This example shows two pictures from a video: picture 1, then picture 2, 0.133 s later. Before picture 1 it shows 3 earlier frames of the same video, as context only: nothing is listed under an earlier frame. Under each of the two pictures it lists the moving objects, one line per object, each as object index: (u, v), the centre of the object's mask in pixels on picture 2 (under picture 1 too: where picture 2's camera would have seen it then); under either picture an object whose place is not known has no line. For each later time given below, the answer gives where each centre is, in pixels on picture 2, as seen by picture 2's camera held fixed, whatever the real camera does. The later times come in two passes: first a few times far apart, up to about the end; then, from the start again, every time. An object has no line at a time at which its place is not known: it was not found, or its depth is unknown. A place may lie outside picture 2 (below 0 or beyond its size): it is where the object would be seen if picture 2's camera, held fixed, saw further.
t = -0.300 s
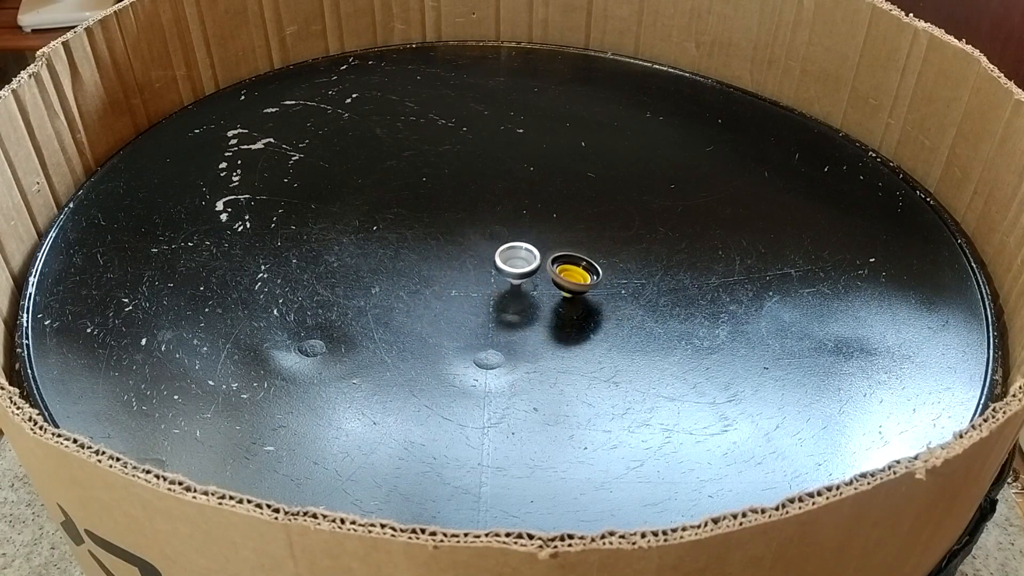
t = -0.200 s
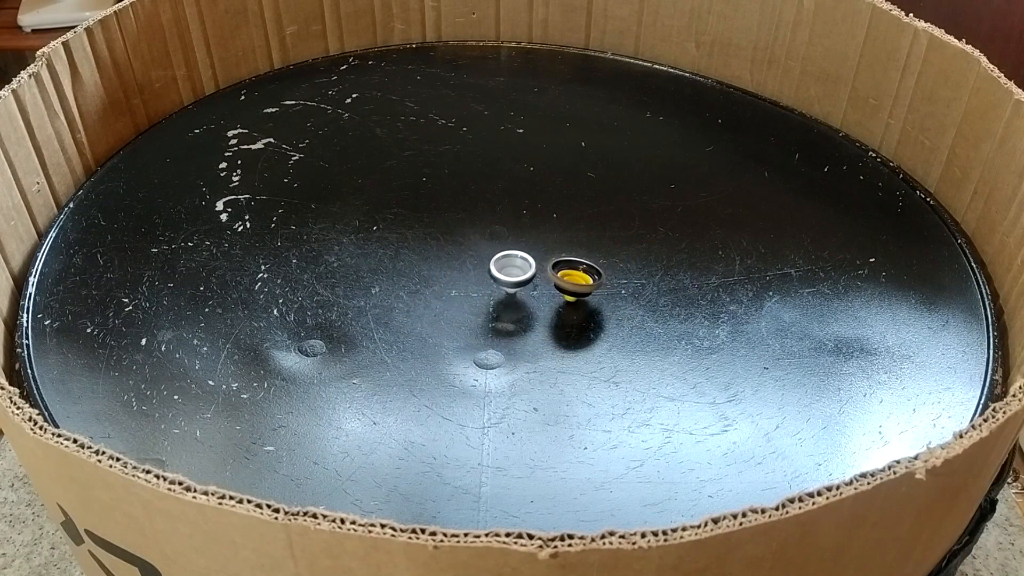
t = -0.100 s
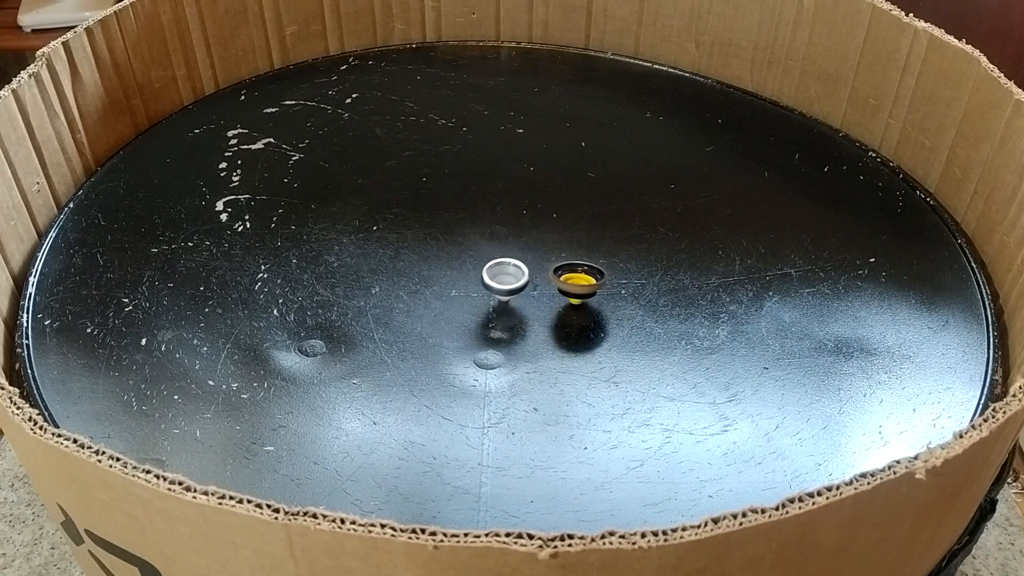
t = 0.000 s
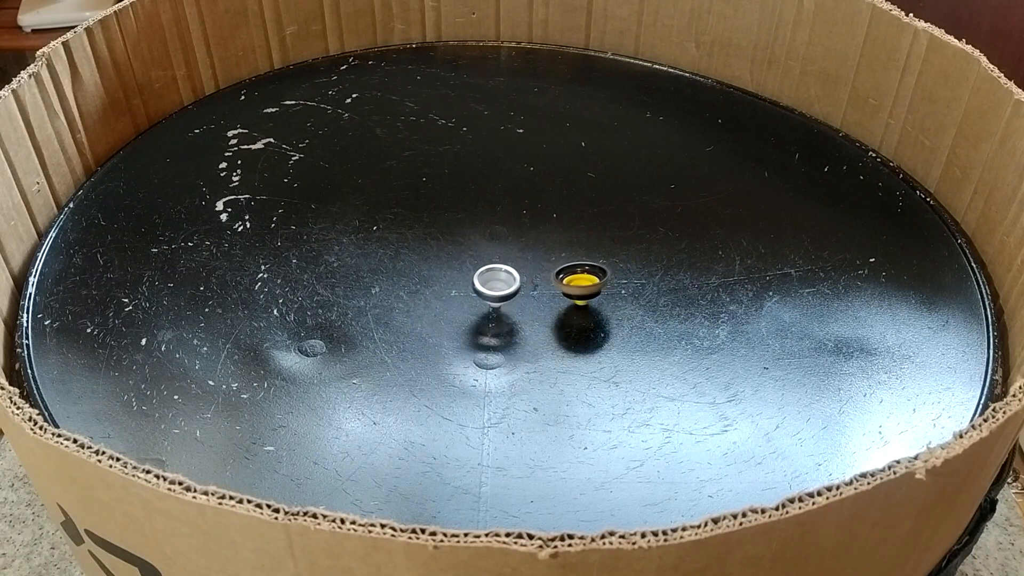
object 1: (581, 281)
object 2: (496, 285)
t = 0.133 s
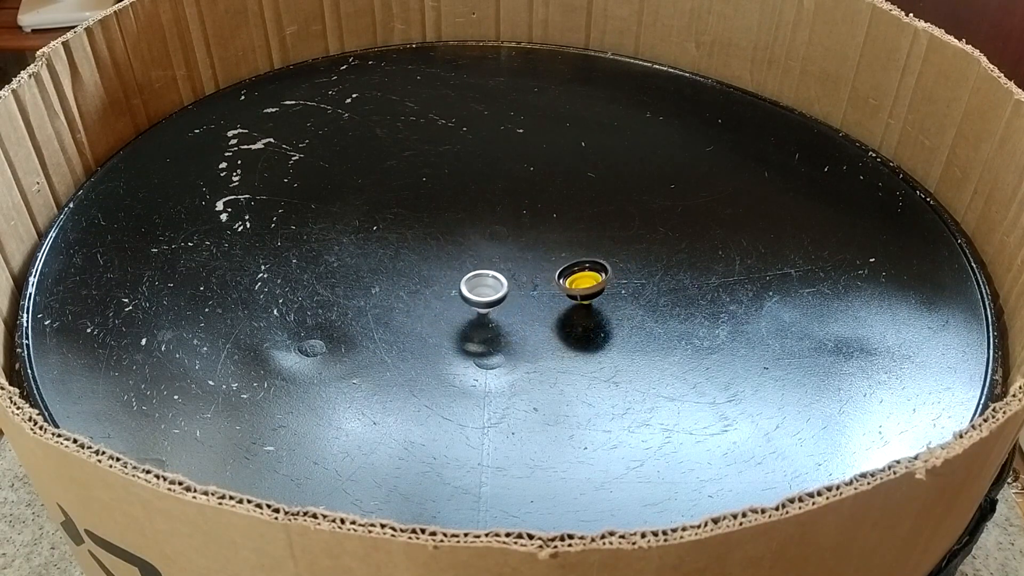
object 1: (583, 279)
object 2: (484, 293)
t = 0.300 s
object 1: (582, 276)
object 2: (467, 294)
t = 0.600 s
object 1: (569, 275)
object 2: (449, 285)
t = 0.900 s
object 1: (555, 285)
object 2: (448, 268)
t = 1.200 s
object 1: (555, 294)
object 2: (471, 249)
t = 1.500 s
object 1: (559, 291)
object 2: (498, 239)
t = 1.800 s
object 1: (548, 287)
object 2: (519, 240)
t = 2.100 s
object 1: (531, 291)
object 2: (532, 247)
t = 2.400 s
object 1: (525, 300)
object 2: (524, 261)
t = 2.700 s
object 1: (543, 316)
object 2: (490, 249)
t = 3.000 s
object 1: (539, 307)
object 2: (461, 238)
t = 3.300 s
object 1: (519, 304)
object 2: (445, 237)
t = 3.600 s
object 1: (507, 314)
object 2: (444, 249)
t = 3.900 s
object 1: (514, 317)
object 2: (455, 268)
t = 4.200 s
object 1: (529, 311)
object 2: (455, 280)
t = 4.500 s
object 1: (581, 314)
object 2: (405, 251)
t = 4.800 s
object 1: (569, 314)
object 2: (402, 234)
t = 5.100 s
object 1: (558, 317)
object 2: (435, 237)
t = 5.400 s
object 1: (550, 319)
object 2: (477, 251)
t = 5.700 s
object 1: (540, 318)
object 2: (522, 263)
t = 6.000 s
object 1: (530, 319)
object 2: (563, 270)
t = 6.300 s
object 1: (522, 322)
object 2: (570, 270)
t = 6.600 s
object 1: (515, 322)
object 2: (557, 260)
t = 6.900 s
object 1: (506, 323)
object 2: (524, 250)
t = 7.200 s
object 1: (499, 325)
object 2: (487, 248)
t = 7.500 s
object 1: (494, 325)
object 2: (456, 255)
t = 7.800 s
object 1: (488, 323)
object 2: (436, 267)
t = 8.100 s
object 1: (481, 323)
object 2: (439, 279)
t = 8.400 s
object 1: (477, 322)
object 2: (459, 284)
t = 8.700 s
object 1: (473, 318)
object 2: (489, 278)
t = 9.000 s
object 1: (466, 316)
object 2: (514, 265)
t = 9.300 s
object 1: (460, 315)
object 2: (526, 248)
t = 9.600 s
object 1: (455, 312)
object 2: (530, 233)
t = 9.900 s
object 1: (449, 309)
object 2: (514, 233)
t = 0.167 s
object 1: (584, 279)
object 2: (480, 293)
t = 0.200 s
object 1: (584, 278)
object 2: (477, 293)
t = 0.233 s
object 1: (583, 277)
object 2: (473, 294)
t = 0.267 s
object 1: (583, 277)
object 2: (470, 294)
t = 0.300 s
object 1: (582, 276)
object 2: (467, 294)
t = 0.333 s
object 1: (581, 275)
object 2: (464, 294)
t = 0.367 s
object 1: (580, 275)
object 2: (461, 294)
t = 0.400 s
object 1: (579, 275)
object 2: (458, 293)
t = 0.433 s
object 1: (578, 274)
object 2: (456, 291)
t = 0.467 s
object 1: (576, 274)
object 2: (454, 290)
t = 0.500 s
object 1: (575, 274)
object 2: (453, 289)
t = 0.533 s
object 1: (573, 275)
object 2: (451, 288)
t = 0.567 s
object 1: (571, 275)
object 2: (450, 286)
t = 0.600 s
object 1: (569, 275)
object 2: (449, 285)
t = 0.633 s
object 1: (567, 276)
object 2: (448, 283)
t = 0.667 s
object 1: (566, 276)
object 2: (447, 282)
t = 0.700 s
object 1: (564, 277)
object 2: (446, 281)
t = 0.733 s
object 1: (562, 279)
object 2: (445, 281)
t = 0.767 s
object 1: (560, 279)
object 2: (445, 279)
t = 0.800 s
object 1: (559, 281)
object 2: (445, 276)
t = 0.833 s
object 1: (557, 282)
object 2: (446, 273)
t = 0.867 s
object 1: (556, 283)
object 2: (447, 271)
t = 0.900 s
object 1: (555, 285)
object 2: (448, 268)
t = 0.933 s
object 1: (554, 286)
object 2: (449, 265)
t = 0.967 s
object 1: (554, 287)
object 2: (451, 263)
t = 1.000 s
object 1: (553, 289)
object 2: (454, 261)
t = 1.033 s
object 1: (553, 290)
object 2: (456, 258)
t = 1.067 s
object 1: (554, 291)
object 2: (458, 256)
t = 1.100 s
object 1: (554, 292)
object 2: (461, 254)
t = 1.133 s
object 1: (554, 293)
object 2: (464, 252)
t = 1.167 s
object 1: (555, 294)
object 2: (468, 250)
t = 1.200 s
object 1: (555, 294)
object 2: (471, 249)
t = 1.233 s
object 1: (556, 295)
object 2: (474, 248)
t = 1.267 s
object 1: (556, 295)
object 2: (477, 247)
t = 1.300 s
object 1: (557, 295)
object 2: (480, 245)
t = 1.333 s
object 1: (558, 294)
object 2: (483, 244)
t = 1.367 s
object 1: (559, 294)
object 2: (486, 243)
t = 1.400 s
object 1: (559, 294)
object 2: (490, 241)
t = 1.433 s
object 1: (559, 293)
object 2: (493, 240)
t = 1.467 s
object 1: (559, 292)
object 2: (495, 240)
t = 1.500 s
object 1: (559, 291)
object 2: (498, 239)
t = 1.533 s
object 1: (558, 291)
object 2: (501, 239)
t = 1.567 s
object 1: (558, 290)
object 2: (503, 239)
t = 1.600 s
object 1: (557, 289)
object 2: (506, 240)
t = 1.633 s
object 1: (556, 289)
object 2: (508, 239)
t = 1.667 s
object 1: (554, 288)
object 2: (510, 239)
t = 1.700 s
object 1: (553, 287)
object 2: (512, 239)
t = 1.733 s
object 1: (551, 287)
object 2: (514, 239)
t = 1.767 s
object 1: (549, 287)
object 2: (517, 239)
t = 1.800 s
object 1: (548, 287)
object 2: (519, 240)
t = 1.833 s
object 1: (545, 287)
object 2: (521, 240)
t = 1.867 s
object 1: (543, 286)
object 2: (523, 241)
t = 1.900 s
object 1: (541, 287)
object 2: (525, 241)
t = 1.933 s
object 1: (539, 287)
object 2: (527, 242)
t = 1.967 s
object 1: (537, 287)
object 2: (528, 243)
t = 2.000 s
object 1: (535, 288)
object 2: (529, 243)
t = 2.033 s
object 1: (534, 289)
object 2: (530, 245)
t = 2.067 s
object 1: (532, 289)
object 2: (531, 246)
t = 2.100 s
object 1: (531, 291)
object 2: (532, 247)
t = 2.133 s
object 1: (529, 291)
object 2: (532, 249)
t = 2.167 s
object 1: (529, 292)
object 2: (531, 251)
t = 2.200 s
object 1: (527, 294)
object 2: (531, 253)
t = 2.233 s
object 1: (526, 295)
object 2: (530, 254)
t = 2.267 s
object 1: (526, 296)
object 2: (529, 256)
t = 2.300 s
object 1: (525, 297)
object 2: (528, 258)
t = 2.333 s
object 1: (525, 299)
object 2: (527, 259)
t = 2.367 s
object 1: (525, 299)
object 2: (526, 260)
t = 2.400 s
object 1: (525, 300)
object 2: (524, 261)
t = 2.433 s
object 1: (525, 301)
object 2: (523, 262)
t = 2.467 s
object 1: (525, 301)
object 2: (522, 264)
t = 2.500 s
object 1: (528, 306)
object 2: (516, 262)
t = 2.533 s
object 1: (533, 311)
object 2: (510, 260)
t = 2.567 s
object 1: (538, 315)
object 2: (506, 258)
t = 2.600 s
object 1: (541, 317)
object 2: (502, 256)
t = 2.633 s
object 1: (542, 317)
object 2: (498, 254)
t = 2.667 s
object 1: (543, 316)
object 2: (494, 252)
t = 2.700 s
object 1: (543, 316)
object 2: (490, 249)
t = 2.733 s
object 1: (544, 315)
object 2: (487, 249)
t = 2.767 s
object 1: (545, 314)
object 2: (484, 247)
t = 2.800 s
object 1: (544, 313)
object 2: (480, 245)
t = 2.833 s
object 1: (544, 312)
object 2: (477, 244)
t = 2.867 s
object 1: (544, 311)
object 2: (474, 243)
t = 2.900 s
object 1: (543, 309)
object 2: (470, 242)
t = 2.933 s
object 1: (542, 308)
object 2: (467, 240)
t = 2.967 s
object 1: (540, 308)
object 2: (464, 239)
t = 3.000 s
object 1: (539, 307)
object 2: (461, 238)
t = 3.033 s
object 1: (537, 306)
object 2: (459, 237)
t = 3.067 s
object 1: (535, 305)
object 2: (456, 235)
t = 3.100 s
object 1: (533, 305)
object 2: (454, 235)
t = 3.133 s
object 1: (531, 304)
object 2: (453, 234)
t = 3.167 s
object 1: (529, 304)
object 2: (452, 234)
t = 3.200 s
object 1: (526, 304)
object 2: (450, 235)
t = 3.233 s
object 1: (524, 304)
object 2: (449, 235)
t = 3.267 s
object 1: (521, 304)
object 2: (447, 235)
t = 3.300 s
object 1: (519, 304)
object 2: (445, 237)
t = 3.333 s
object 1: (518, 305)
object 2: (444, 238)
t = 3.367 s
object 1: (515, 306)
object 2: (443, 238)
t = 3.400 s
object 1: (514, 307)
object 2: (443, 239)
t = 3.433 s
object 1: (512, 308)
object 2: (442, 241)
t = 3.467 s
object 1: (510, 308)
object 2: (442, 242)
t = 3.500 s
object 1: (509, 309)
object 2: (442, 243)
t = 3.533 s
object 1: (508, 311)
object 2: (442, 245)
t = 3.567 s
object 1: (508, 312)
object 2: (443, 247)
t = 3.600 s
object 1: (507, 314)
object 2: (444, 249)
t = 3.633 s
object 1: (507, 315)
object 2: (444, 251)
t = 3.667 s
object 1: (508, 316)
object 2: (445, 253)
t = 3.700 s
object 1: (508, 317)
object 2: (446, 255)
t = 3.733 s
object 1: (509, 318)
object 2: (447, 256)
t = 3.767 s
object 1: (510, 318)
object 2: (449, 260)
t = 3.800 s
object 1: (511, 318)
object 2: (450, 263)
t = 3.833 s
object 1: (512, 318)
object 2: (451, 265)
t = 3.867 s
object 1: (513, 318)
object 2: (453, 267)
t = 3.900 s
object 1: (514, 317)
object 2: (455, 268)
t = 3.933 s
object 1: (514, 316)
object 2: (457, 270)
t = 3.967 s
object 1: (515, 315)
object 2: (459, 274)
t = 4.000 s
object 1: (515, 314)
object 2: (461, 277)
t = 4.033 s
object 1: (514, 313)
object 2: (463, 279)
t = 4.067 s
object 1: (514, 311)
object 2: (465, 281)
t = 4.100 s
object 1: (513, 311)
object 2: (467, 283)
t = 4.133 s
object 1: (512, 310)
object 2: (469, 285)
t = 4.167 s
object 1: (510, 309)
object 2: (470, 286)
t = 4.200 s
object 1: (529, 311)
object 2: (455, 280)
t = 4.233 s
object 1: (546, 314)
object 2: (441, 274)
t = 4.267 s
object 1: (563, 317)
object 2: (430, 271)
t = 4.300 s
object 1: (573, 318)
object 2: (424, 268)
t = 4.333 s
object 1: (581, 317)
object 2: (420, 265)
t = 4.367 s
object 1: (585, 316)
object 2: (417, 262)
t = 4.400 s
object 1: (586, 315)
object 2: (414, 259)
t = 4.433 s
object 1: (585, 314)
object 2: (410, 256)
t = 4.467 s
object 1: (583, 314)
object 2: (407, 254)
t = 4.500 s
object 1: (581, 314)
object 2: (405, 251)
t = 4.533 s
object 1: (580, 314)
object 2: (403, 249)
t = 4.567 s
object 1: (579, 314)
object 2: (401, 246)
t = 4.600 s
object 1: (577, 314)
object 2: (400, 244)
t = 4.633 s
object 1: (576, 314)
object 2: (399, 242)
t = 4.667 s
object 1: (575, 313)
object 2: (399, 240)
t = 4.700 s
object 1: (573, 314)
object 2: (398, 238)
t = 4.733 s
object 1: (571, 314)
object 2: (399, 237)
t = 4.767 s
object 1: (570, 314)
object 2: (400, 235)
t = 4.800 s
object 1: (569, 314)
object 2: (402, 234)
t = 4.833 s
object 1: (568, 314)
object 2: (404, 233)
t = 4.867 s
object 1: (566, 315)
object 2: (407, 233)
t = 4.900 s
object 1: (565, 315)
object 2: (410, 233)
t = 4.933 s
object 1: (564, 316)
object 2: (414, 233)
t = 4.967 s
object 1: (563, 315)
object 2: (418, 232)
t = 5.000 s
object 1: (561, 316)
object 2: (422, 233)
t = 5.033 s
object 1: (560, 317)
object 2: (427, 235)
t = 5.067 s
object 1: (559, 317)
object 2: (431, 236)
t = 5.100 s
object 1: (558, 317)
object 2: (435, 237)
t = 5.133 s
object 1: (557, 318)
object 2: (439, 238)
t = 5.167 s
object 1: (556, 318)
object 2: (444, 239)
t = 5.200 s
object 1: (555, 318)
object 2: (449, 241)
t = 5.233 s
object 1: (554, 318)
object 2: (453, 242)
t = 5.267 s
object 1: (553, 319)
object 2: (458, 244)
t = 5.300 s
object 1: (552, 319)
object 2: (463, 246)
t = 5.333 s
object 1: (552, 319)
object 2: (468, 248)
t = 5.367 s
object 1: (551, 319)
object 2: (473, 250)
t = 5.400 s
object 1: (550, 319)
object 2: (477, 251)
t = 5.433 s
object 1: (549, 319)
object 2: (482, 253)
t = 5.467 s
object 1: (548, 319)
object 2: (487, 254)
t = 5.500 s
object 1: (547, 319)
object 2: (492, 255)
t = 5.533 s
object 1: (546, 319)
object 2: (497, 257)
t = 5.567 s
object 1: (544, 318)
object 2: (503, 257)
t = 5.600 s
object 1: (543, 319)
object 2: (508, 260)
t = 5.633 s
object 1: (542, 318)
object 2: (513, 260)
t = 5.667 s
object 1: (541, 319)
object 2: (518, 262)
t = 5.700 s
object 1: (540, 318)
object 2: (522, 263)
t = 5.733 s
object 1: (539, 319)
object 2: (527, 263)
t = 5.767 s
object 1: (538, 319)
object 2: (532, 264)
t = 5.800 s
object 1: (537, 318)
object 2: (537, 265)
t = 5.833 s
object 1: (536, 319)
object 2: (542, 267)
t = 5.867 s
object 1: (535, 319)
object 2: (546, 268)
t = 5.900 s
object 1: (533, 319)
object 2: (551, 268)
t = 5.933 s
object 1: (532, 319)
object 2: (555, 270)
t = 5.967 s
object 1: (531, 319)
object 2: (559, 269)
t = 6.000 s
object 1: (530, 319)
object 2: (563, 270)
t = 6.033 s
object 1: (529, 320)
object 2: (566, 270)
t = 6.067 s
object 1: (528, 320)
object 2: (569, 272)
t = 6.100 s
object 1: (527, 320)
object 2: (570, 272)
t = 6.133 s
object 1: (526, 321)
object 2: (570, 272)
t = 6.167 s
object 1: (525, 321)
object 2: (570, 272)
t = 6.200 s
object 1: (524, 321)
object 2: (569, 272)
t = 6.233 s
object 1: (523, 321)
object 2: (570, 271)
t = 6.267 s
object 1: (523, 322)
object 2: (571, 271)
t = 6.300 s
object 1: (522, 322)
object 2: (570, 270)
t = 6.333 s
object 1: (522, 322)
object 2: (570, 269)
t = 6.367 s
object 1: (521, 322)
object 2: (569, 268)
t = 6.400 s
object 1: (520, 322)
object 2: (568, 267)
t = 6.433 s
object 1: (519, 322)
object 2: (567, 265)
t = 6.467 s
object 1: (519, 322)
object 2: (565, 264)
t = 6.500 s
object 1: (518, 322)
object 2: (563, 263)
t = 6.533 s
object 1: (517, 322)
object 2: (562, 262)
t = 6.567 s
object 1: (516, 322)
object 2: (559, 261)
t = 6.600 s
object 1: (515, 322)
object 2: (557, 260)
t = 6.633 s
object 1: (515, 322)
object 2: (554, 259)
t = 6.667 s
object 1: (513, 322)
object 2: (550, 258)
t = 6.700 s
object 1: (512, 322)
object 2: (547, 257)
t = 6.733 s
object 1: (511, 322)
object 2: (543, 256)
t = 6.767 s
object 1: (510, 322)
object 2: (539, 255)
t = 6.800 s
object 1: (509, 322)
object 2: (536, 254)
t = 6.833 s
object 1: (508, 322)
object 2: (532, 251)
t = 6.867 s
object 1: (507, 323)
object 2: (528, 252)
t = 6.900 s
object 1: (506, 323)
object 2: (524, 250)
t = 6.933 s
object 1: (505, 323)
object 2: (520, 250)
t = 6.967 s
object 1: (505, 323)
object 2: (515, 250)
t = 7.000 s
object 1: (504, 323)
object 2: (511, 249)
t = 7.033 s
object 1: (503, 323)
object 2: (507, 248)
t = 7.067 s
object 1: (502, 324)
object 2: (502, 248)
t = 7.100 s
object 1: (501, 324)
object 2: (498, 248)
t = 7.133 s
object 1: (500, 324)
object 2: (495, 246)
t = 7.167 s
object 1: (500, 325)
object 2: (491, 246)
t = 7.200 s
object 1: (499, 325)
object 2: (487, 248)
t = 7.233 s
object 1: (499, 325)
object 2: (484, 248)
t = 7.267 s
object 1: (498, 325)
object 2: (480, 249)
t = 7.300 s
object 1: (498, 325)
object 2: (476, 249)
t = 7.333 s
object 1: (497, 325)
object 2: (473, 250)
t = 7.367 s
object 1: (497, 325)
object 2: (469, 251)
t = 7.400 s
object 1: (496, 325)
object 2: (466, 252)
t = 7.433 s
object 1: (496, 325)
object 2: (463, 253)
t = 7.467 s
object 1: (495, 325)
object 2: (460, 254)
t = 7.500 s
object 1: (494, 325)
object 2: (456, 255)
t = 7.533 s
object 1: (494, 324)
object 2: (453, 256)
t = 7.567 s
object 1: (493, 324)
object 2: (451, 257)
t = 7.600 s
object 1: (493, 324)
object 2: (448, 259)
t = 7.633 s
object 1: (492, 324)
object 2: (446, 260)
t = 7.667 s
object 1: (491, 324)
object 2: (443, 262)
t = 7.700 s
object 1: (491, 323)
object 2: (442, 263)
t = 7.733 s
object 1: (490, 323)
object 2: (440, 264)
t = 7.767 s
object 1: (489, 323)
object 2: (438, 266)
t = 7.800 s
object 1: (488, 323)
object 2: (436, 267)
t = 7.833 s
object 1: (487, 323)
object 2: (436, 269)
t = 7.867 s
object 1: (486, 323)
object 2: (436, 270)
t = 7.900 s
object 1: (486, 323)
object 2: (436, 271)
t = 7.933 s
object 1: (485, 323)
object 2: (436, 273)
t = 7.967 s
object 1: (484, 322)
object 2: (436, 274)
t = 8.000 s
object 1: (483, 323)
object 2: (436, 276)
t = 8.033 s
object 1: (483, 322)
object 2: (437, 277)
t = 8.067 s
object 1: (482, 323)
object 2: (438, 278)
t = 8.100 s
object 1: (481, 323)
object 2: (439, 279)
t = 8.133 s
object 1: (481, 323)
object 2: (440, 281)
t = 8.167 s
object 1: (480, 322)
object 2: (442, 282)
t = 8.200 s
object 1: (480, 322)
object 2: (444, 284)
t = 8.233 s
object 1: (479, 322)
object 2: (446, 284)
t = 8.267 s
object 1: (479, 322)
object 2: (449, 285)
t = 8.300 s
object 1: (479, 322)
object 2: (452, 285)
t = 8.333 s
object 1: (478, 322)
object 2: (454, 285)
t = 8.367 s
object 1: (477, 322)
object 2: (457, 284)
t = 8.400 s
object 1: (477, 322)
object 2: (459, 284)
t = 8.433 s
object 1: (477, 321)
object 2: (462, 284)
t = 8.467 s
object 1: (476, 321)
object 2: (465, 283)
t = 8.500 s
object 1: (475, 321)
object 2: (467, 282)
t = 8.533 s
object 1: (475, 320)
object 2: (471, 281)
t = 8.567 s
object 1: (475, 320)
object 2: (474, 281)
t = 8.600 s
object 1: (475, 319)
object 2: (478, 280)
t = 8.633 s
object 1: (474, 319)
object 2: (482, 279)
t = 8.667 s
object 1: (474, 319)
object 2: (486, 279)
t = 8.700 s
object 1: (473, 318)
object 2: (489, 278)
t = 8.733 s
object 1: (473, 318)
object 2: (492, 278)
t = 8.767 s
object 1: (472, 318)
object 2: (495, 278)
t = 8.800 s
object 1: (471, 317)
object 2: (499, 277)
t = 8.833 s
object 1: (470, 317)
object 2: (502, 274)
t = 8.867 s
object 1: (469, 317)
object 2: (504, 273)
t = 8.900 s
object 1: (468, 317)
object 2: (506, 271)
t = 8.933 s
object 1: (467, 317)
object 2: (509, 269)
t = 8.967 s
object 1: (466, 316)
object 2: (511, 268)
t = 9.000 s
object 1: (466, 316)
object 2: (514, 265)
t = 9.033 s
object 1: (465, 316)
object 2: (516, 264)
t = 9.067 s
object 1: (464, 316)
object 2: (517, 263)
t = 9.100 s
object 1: (463, 316)
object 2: (518, 261)
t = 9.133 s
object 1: (462, 316)
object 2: (520, 259)
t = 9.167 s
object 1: (462, 316)
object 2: (522, 257)
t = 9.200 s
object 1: (462, 316)
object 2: (523, 255)
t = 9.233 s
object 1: (461, 316)
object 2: (524, 252)
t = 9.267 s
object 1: (460, 316)
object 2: (525, 250)
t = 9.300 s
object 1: (460, 315)
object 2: (526, 248)
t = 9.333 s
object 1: (460, 315)
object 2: (527, 245)
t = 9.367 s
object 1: (459, 315)
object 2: (528, 243)
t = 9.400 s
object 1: (459, 314)
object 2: (529, 241)
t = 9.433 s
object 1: (458, 314)
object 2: (530, 239)
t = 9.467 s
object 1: (457, 314)
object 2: (530, 237)
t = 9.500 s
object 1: (457, 313)
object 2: (531, 236)
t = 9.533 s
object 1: (456, 313)
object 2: (531, 235)
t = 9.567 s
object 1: (456, 312)
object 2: (531, 234)
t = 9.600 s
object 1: (455, 312)
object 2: (530, 233)
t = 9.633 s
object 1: (454, 312)
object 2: (529, 232)
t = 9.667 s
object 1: (454, 312)
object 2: (529, 231)
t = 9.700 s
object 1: (453, 311)
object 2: (527, 231)
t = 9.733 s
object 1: (452, 311)
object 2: (526, 231)
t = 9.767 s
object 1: (452, 310)
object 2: (524, 231)
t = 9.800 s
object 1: (451, 310)
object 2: (522, 231)
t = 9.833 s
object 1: (450, 310)
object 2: (520, 232)
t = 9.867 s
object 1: (450, 310)
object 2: (517, 232)
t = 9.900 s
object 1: (449, 309)
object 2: (514, 233)
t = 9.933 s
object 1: (448, 309)
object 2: (510, 234)
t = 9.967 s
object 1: (447, 309)
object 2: (507, 235)
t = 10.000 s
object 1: (447, 309)
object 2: (503, 236)
